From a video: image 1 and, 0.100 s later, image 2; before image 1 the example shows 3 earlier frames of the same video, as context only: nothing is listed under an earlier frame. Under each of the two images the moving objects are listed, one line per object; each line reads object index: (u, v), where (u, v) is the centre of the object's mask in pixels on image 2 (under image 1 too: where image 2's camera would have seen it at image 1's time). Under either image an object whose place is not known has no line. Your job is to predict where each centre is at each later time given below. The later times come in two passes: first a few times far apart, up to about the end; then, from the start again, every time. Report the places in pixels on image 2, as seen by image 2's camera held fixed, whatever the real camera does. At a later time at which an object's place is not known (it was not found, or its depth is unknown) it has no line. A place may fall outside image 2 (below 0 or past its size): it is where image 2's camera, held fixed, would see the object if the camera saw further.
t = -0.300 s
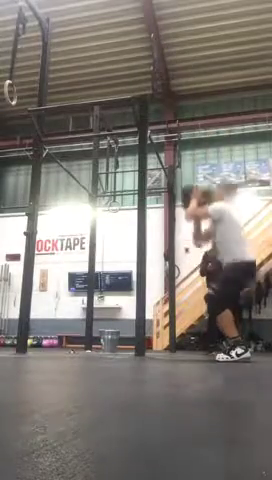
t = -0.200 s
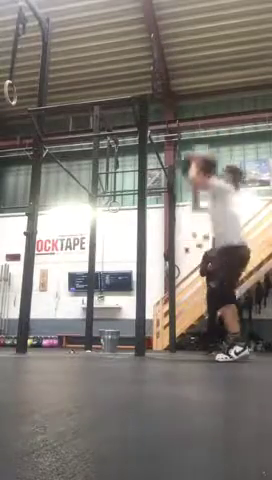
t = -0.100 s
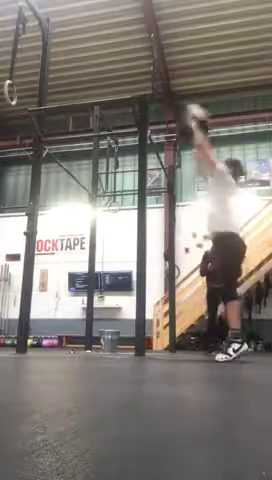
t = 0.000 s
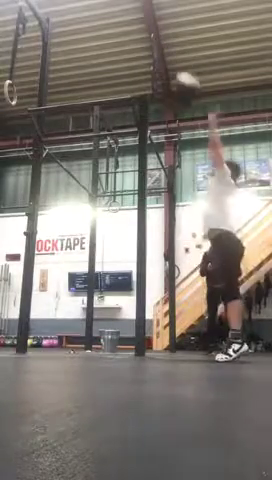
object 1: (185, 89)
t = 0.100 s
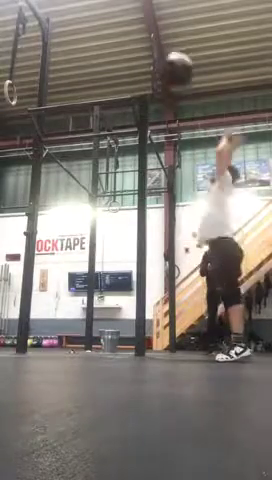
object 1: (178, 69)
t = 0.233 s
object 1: (169, 56)
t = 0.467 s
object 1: (179, 58)
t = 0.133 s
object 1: (174, 64)
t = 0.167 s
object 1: (173, 59)
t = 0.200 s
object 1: (170, 56)
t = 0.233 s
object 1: (169, 56)
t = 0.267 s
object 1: (169, 54)
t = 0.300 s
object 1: (170, 53)
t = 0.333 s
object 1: (173, 51)
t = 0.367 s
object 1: (175, 51)
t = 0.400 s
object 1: (176, 52)
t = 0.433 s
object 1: (178, 55)
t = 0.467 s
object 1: (179, 58)
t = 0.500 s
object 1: (182, 61)
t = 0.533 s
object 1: (184, 66)
